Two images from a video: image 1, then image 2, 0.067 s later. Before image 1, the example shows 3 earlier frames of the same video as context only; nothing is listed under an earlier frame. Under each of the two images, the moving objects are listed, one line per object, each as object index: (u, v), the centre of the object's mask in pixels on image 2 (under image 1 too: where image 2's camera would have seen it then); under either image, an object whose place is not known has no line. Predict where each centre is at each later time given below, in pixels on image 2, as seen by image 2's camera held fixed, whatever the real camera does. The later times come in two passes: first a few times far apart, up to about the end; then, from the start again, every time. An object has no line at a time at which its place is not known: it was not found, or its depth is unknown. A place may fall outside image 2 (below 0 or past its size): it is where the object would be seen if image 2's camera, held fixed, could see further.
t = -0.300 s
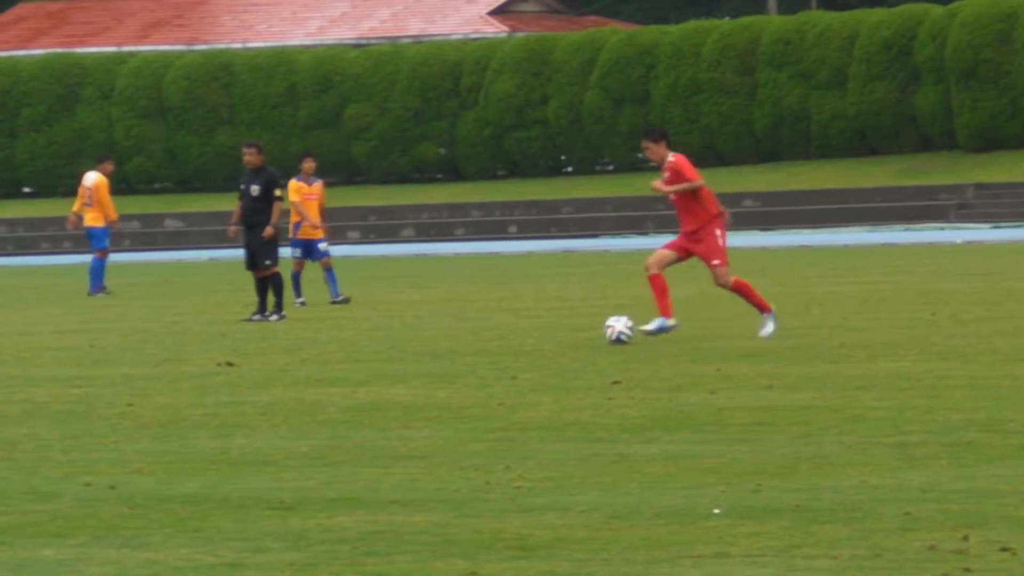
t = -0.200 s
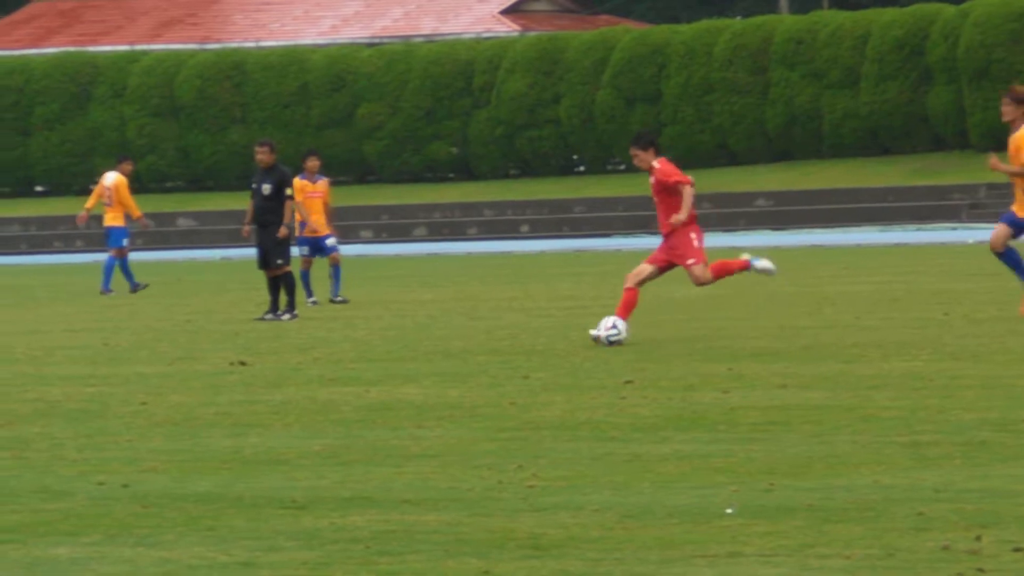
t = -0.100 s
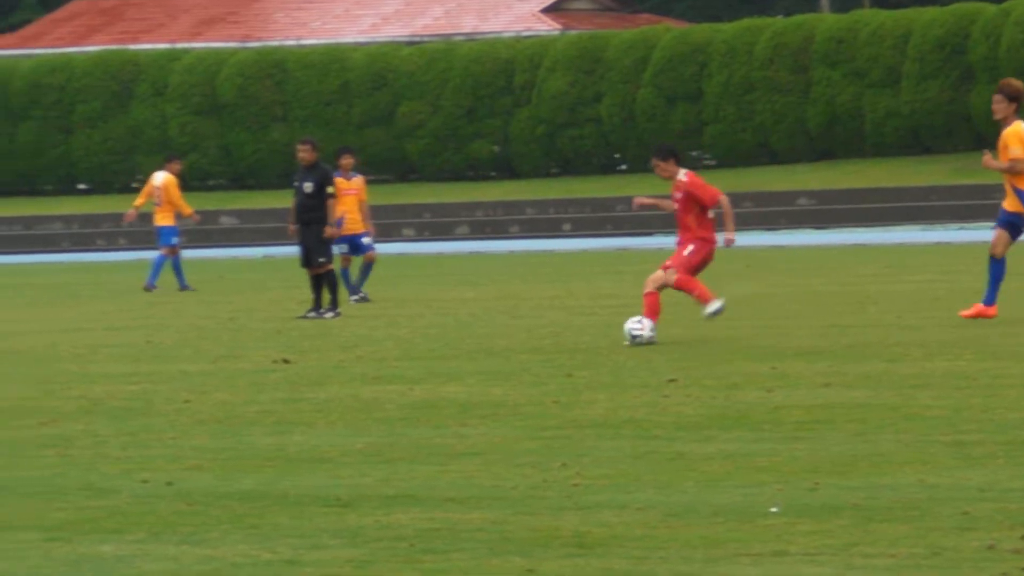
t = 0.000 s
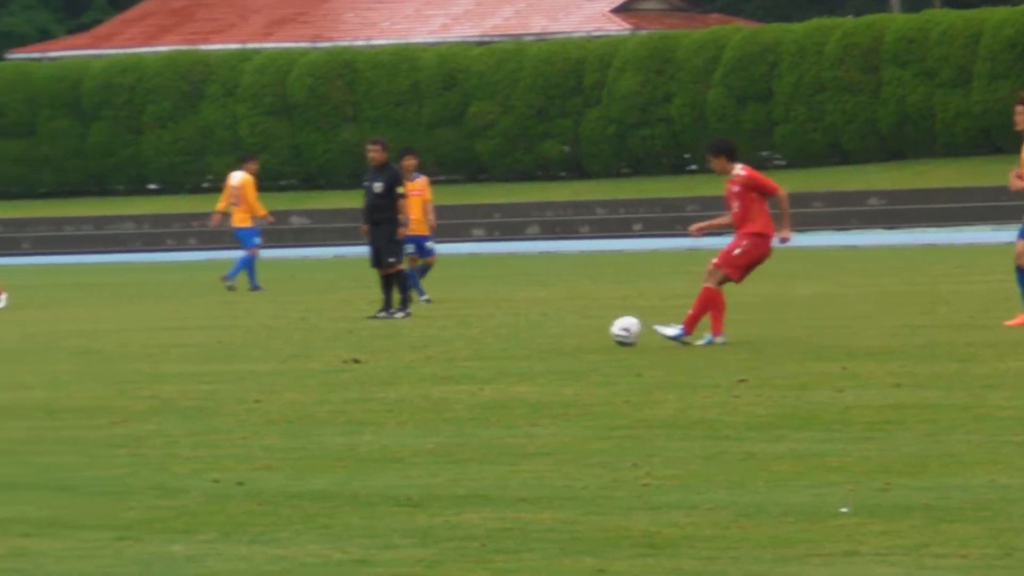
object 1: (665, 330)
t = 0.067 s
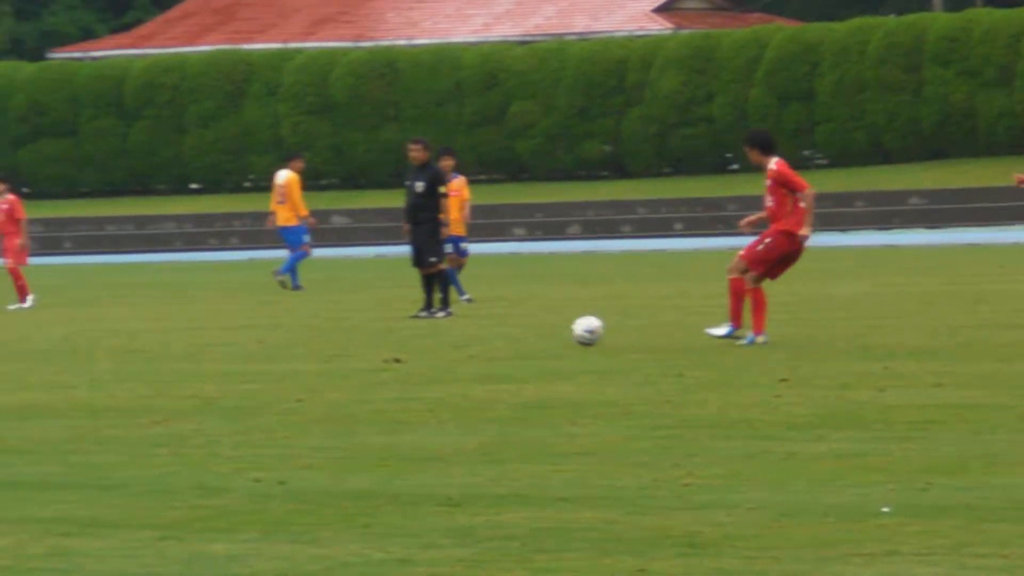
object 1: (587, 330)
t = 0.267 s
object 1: (387, 334)
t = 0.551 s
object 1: (168, 329)
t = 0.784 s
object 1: (25, 332)
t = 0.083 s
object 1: (568, 331)
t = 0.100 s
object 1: (550, 332)
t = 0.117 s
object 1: (531, 333)
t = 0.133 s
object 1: (514, 333)
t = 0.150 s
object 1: (497, 334)
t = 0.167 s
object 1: (480, 333)
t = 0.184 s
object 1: (464, 334)
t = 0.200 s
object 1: (448, 333)
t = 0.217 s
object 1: (432, 333)
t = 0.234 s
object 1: (417, 333)
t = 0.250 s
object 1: (402, 334)
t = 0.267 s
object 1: (387, 334)
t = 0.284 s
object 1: (371, 334)
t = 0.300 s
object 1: (357, 334)
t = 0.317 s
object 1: (343, 334)
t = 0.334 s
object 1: (330, 334)
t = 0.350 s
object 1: (315, 333)
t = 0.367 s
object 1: (302, 333)
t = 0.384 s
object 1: (288, 333)
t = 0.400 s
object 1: (276, 332)
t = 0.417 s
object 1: (262, 332)
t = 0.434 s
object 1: (250, 331)
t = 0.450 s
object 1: (235, 331)
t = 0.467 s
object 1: (223, 331)
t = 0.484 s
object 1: (212, 330)
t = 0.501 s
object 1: (201, 330)
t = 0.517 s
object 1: (189, 329)
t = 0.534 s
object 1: (179, 329)
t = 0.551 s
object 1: (168, 329)
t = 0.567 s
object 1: (156, 330)
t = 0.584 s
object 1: (145, 330)
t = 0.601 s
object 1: (134, 330)
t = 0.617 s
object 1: (124, 330)
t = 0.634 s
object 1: (114, 328)
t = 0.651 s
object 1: (104, 328)
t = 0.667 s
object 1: (95, 327)
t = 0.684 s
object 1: (85, 328)
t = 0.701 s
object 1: (75, 328)
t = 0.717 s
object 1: (64, 329)
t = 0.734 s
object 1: (55, 330)
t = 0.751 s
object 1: (45, 331)
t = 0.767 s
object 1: (34, 332)
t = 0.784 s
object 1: (25, 332)
